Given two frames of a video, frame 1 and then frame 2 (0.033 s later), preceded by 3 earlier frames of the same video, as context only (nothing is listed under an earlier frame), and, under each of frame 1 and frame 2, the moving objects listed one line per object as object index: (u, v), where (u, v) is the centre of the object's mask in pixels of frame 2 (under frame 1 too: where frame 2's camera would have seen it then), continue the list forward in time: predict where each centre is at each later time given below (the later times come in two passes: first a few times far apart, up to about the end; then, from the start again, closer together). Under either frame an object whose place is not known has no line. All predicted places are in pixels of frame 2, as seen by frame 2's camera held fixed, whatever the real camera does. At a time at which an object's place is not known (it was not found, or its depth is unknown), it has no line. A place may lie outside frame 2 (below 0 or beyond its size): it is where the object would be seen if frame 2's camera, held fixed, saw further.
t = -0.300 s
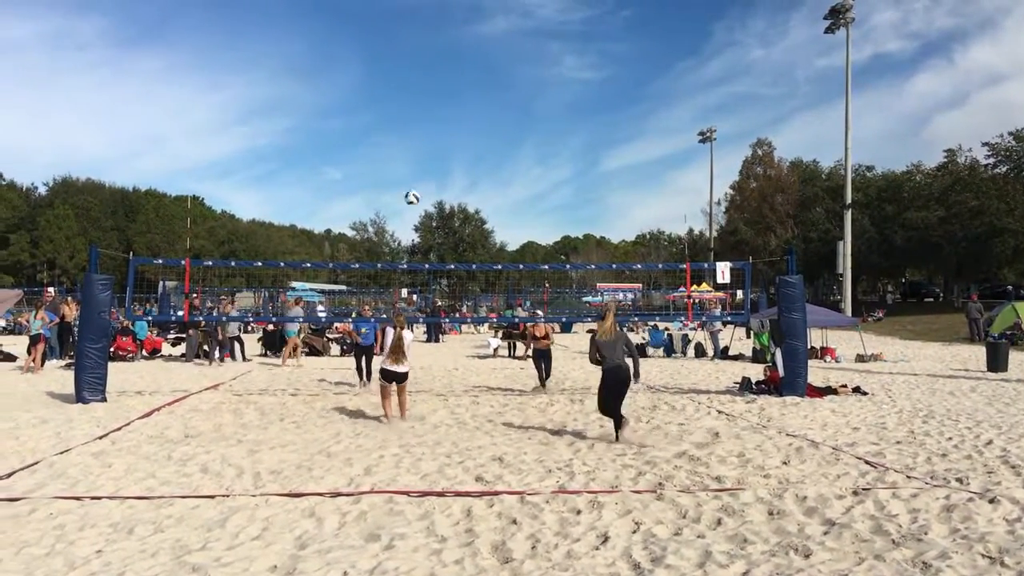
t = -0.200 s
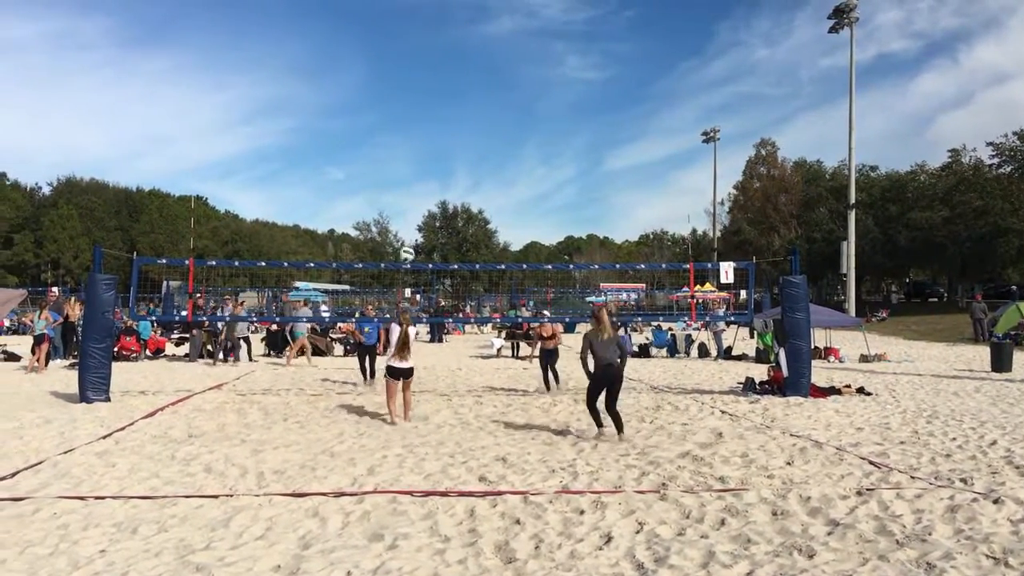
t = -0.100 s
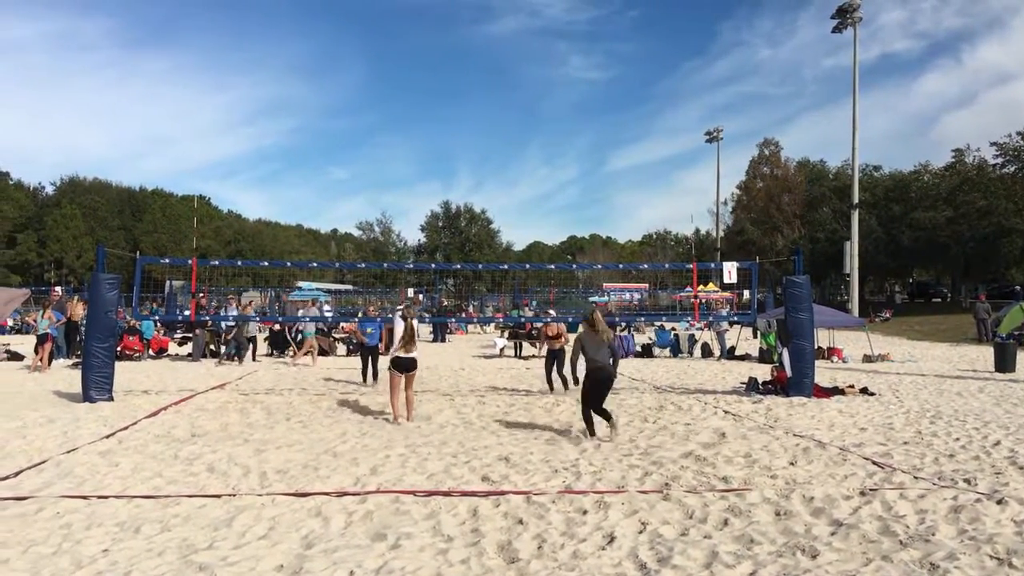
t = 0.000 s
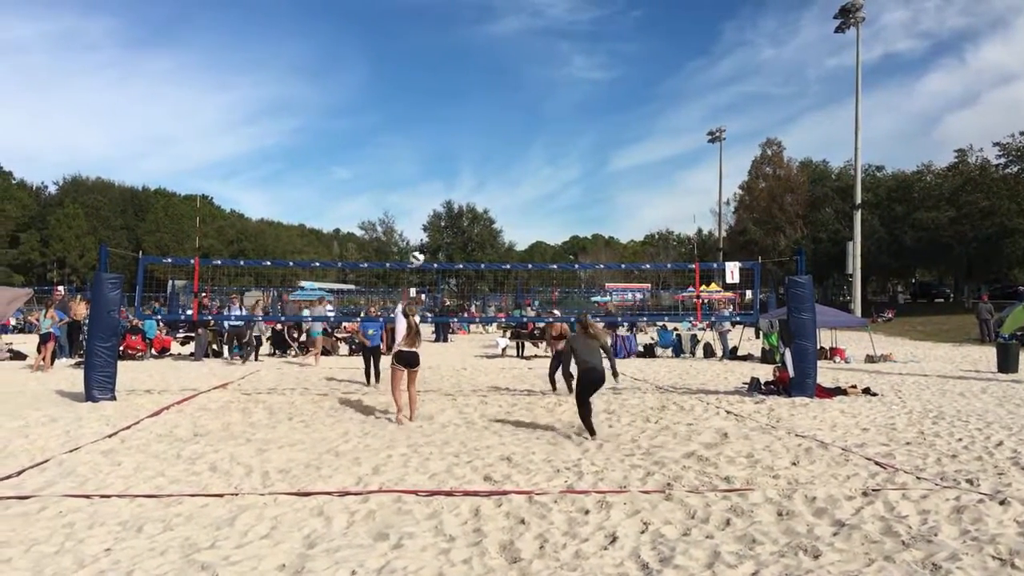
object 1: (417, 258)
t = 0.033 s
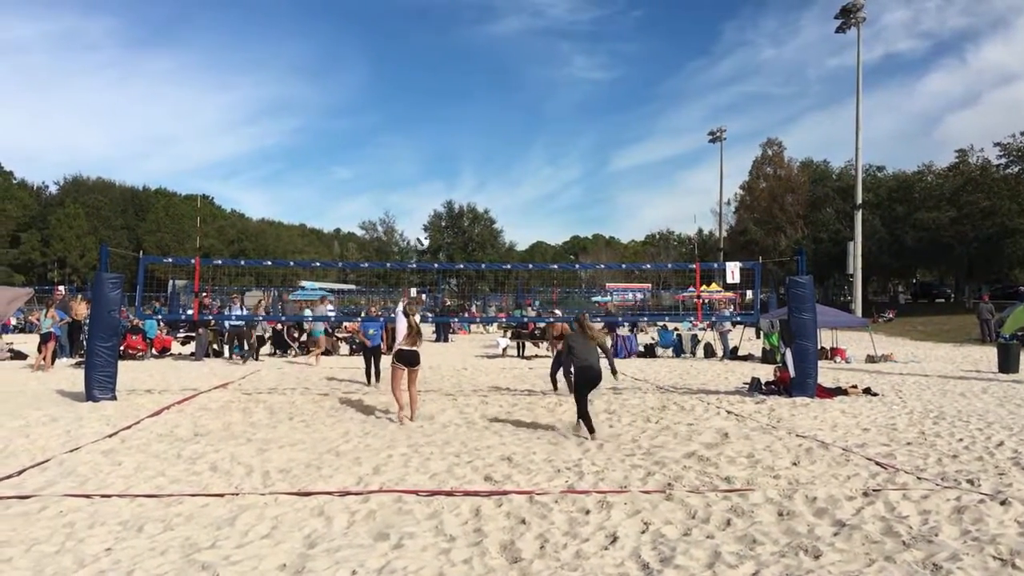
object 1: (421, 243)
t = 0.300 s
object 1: (453, 143)
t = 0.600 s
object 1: (487, 89)
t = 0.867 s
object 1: (514, 90)
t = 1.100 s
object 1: (538, 130)
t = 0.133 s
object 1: (434, 199)
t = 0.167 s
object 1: (438, 186)
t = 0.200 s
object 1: (442, 173)
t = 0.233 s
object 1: (446, 163)
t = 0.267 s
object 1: (449, 152)
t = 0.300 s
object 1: (453, 143)
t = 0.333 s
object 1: (457, 134)
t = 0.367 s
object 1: (461, 125)
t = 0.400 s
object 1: (464, 118)
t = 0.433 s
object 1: (468, 111)
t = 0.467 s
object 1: (472, 105)
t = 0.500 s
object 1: (476, 100)
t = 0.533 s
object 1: (479, 95)
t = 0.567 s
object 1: (483, 92)
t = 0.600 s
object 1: (487, 89)
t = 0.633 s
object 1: (490, 87)
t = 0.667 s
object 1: (494, 85)
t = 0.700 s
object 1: (497, 84)
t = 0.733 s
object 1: (500, 84)
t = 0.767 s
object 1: (504, 84)
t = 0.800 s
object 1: (507, 86)
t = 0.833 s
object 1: (511, 88)
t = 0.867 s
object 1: (514, 90)
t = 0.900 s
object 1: (518, 94)
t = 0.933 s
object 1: (522, 98)
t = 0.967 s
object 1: (525, 103)
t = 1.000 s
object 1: (529, 109)
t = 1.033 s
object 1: (532, 115)
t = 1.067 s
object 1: (535, 122)
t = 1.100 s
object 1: (538, 130)
